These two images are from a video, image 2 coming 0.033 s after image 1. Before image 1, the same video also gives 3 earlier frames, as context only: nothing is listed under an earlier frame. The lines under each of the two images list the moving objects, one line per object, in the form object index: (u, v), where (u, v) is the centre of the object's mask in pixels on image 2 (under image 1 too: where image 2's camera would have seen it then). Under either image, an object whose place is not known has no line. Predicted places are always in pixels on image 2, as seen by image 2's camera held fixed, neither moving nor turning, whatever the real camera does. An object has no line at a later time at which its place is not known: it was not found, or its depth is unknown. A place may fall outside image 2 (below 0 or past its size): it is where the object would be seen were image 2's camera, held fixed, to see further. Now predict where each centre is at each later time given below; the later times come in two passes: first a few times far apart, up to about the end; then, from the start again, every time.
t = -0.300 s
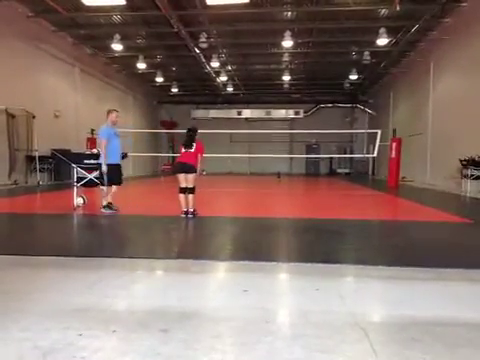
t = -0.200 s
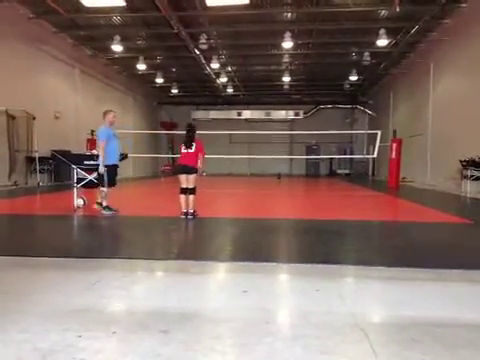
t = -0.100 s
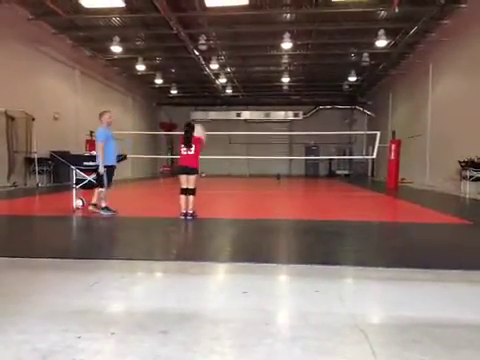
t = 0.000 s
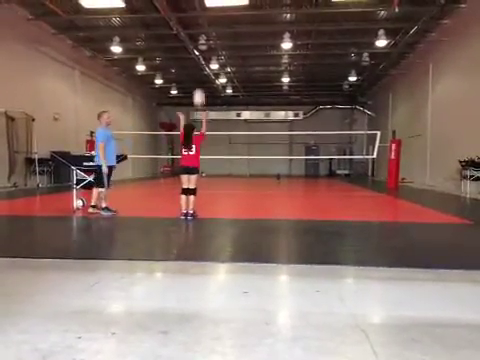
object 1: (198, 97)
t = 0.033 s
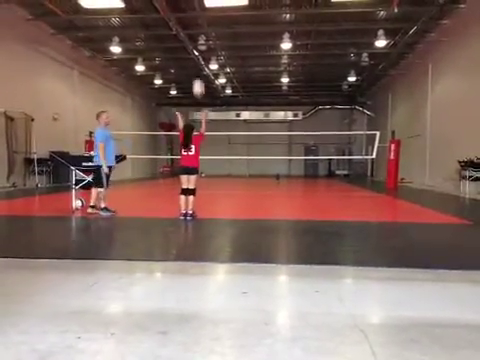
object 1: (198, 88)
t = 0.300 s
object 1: (197, 27)
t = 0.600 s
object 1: (198, 7)
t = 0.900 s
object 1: (198, 41)
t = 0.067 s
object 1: (198, 77)
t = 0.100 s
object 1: (197, 70)
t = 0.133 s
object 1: (197, 61)
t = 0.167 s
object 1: (198, 53)
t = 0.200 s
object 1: (198, 45)
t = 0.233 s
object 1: (198, 38)
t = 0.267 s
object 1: (197, 32)
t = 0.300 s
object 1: (197, 27)
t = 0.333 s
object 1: (197, 22)
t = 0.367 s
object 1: (197, 18)
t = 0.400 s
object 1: (197, 15)
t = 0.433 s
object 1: (198, 12)
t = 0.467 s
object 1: (197, 9)
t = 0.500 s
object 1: (197, 8)
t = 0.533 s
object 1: (197, 7)
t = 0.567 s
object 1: (198, 7)
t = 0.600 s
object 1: (198, 7)
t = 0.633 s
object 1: (197, 8)
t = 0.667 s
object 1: (198, 9)
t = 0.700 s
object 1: (198, 12)
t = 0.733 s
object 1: (198, 16)
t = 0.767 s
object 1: (198, 19)
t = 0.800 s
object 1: (198, 23)
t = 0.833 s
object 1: (198, 29)
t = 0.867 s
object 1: (198, 35)
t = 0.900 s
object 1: (198, 41)
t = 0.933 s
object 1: (198, 49)
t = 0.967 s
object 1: (198, 57)
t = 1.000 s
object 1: (198, 64)
